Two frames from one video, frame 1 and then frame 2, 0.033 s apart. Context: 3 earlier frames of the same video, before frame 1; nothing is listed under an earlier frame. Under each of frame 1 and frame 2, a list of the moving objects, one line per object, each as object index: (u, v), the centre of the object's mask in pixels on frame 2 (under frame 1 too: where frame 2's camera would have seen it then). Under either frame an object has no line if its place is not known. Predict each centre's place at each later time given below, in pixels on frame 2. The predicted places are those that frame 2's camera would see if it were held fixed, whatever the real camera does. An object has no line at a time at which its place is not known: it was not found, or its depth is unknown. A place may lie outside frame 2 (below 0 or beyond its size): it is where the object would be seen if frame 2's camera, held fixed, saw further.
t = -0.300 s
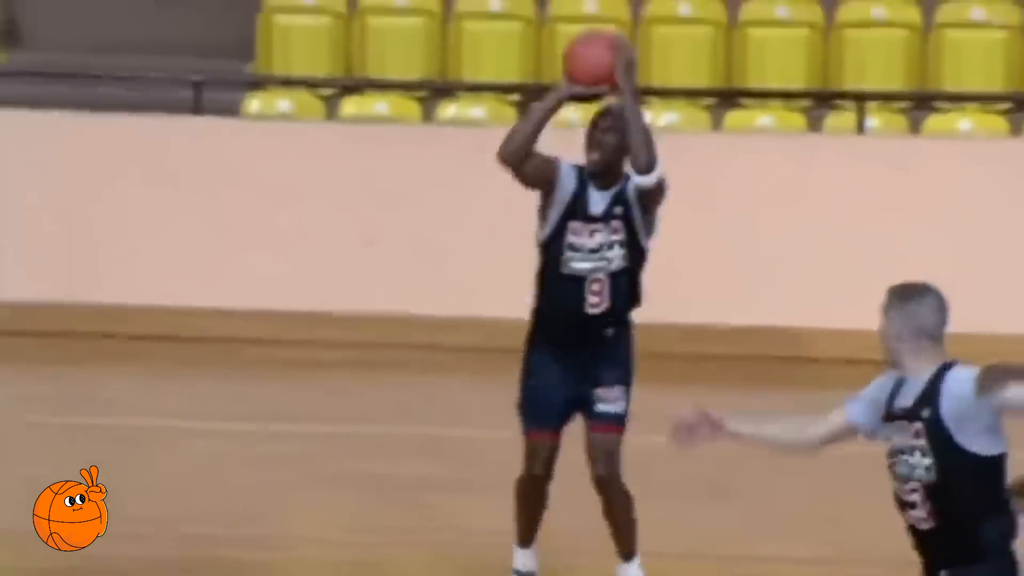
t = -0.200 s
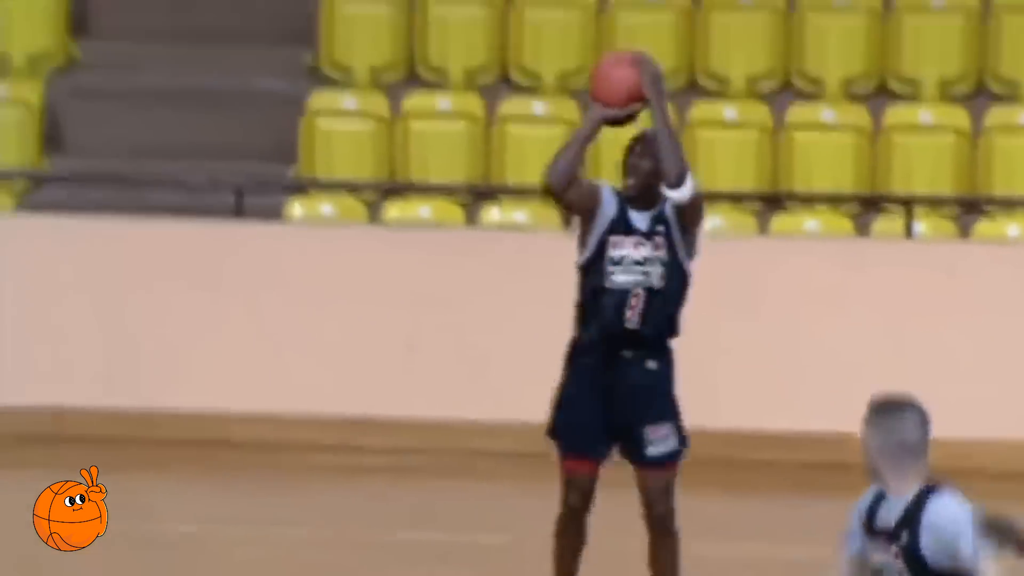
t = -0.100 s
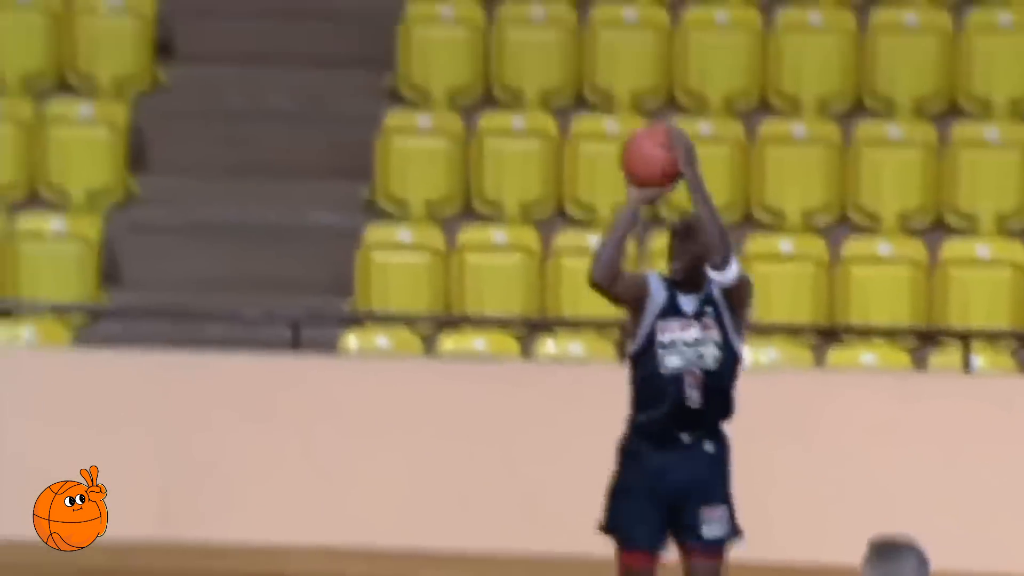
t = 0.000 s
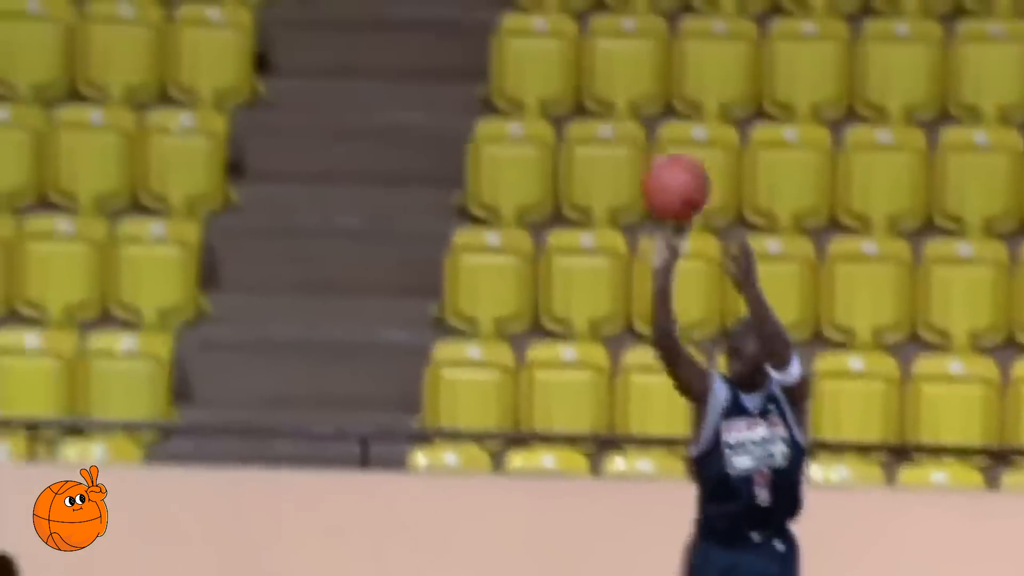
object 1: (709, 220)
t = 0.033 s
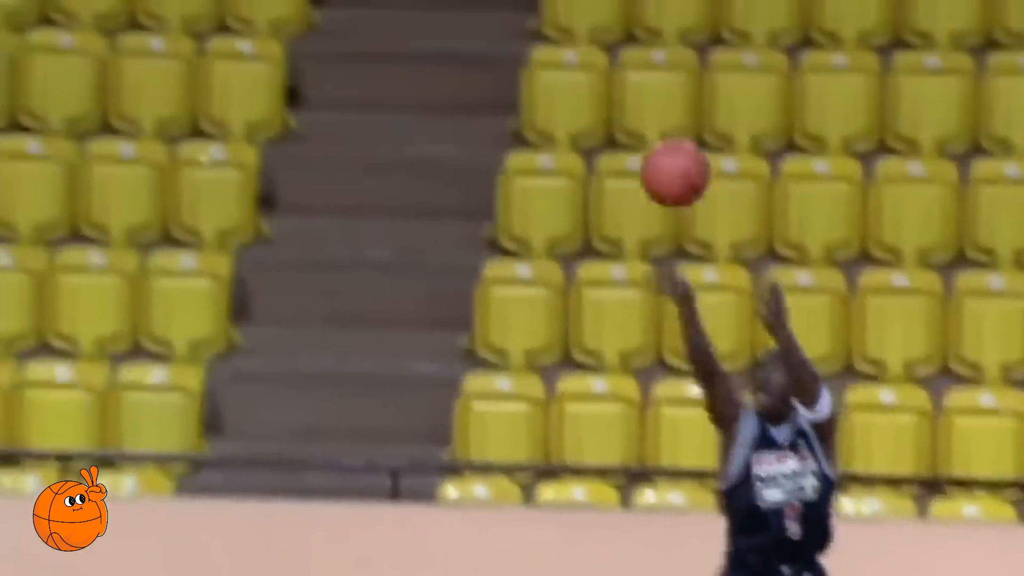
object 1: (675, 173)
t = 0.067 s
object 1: (643, 130)
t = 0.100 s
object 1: (611, 88)
